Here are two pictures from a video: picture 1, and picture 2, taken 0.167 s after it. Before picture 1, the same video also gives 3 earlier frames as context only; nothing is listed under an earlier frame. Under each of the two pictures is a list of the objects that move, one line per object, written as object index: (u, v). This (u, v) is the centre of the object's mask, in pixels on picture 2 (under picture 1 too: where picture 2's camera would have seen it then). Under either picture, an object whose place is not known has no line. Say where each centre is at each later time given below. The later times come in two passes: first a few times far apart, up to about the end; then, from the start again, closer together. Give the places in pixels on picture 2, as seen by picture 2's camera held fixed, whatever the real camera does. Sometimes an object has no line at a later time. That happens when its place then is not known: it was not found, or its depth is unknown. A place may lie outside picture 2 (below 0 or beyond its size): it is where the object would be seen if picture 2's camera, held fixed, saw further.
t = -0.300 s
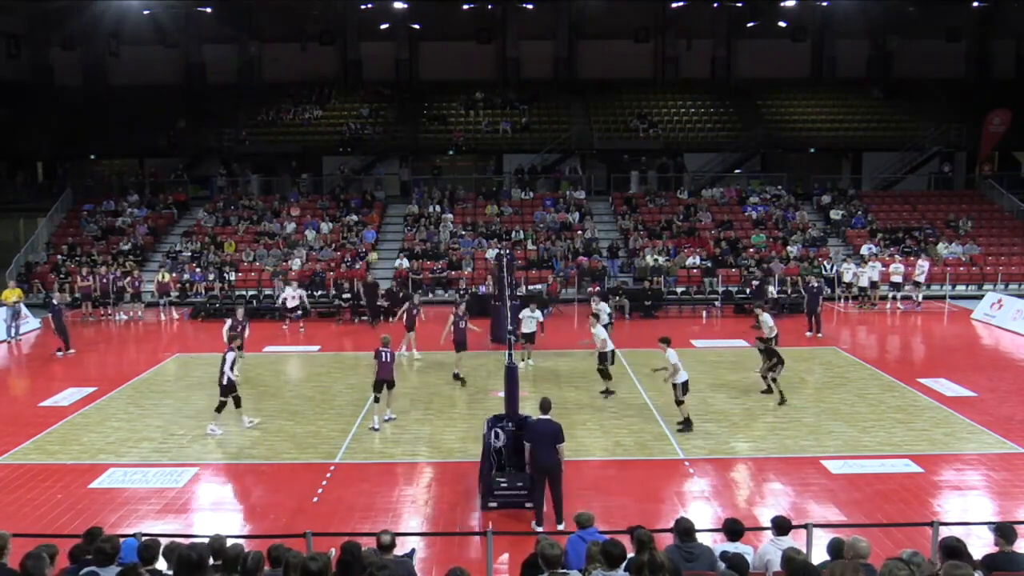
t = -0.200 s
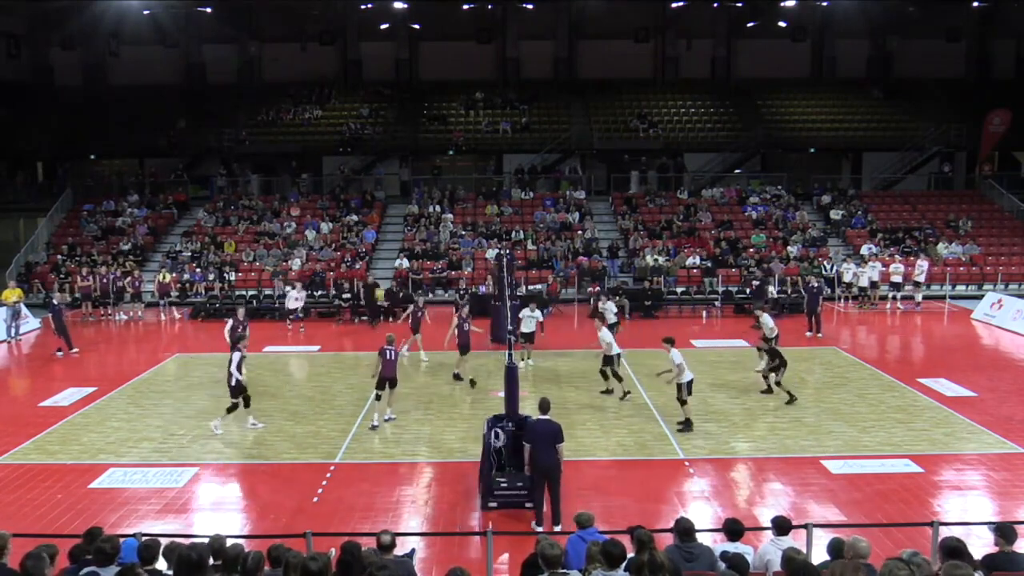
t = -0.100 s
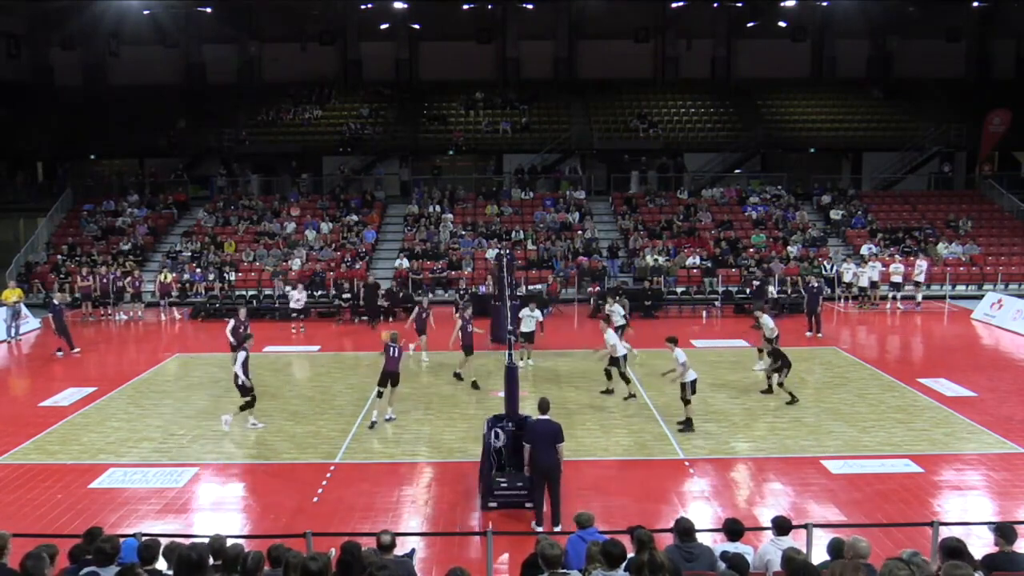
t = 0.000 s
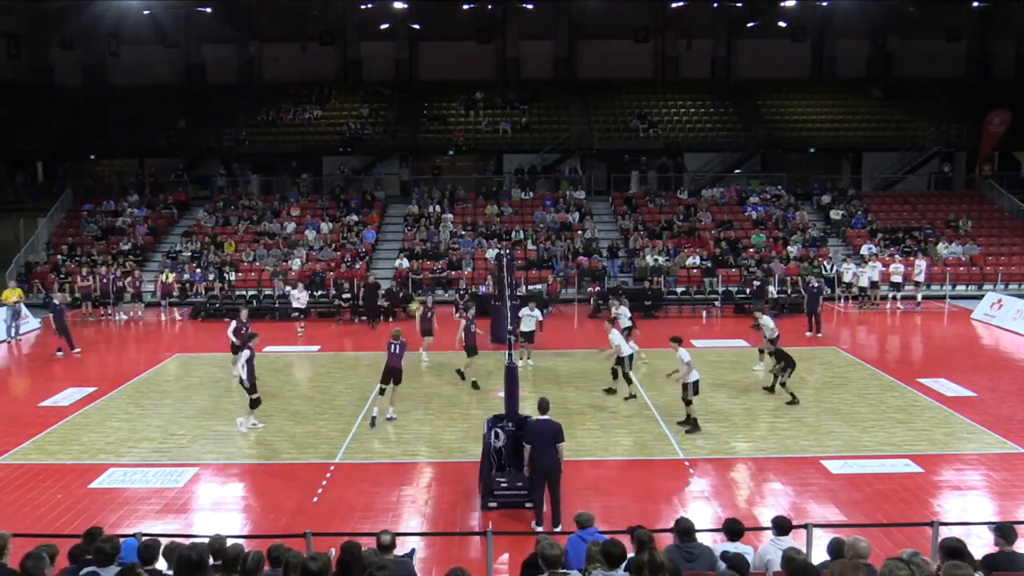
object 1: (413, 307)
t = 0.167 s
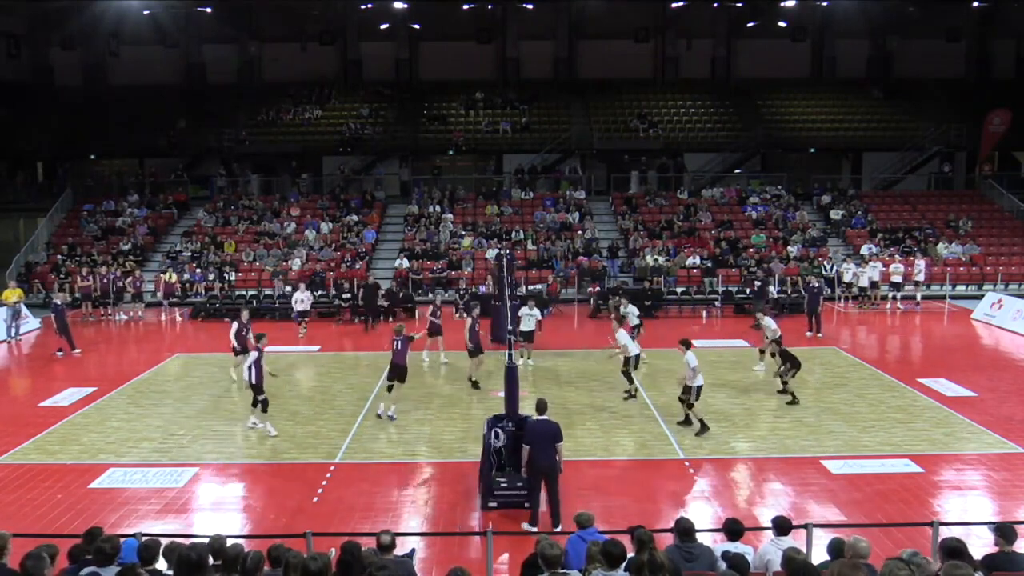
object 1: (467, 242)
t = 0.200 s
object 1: (478, 231)
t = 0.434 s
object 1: (548, 171)
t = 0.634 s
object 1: (605, 143)
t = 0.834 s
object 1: (658, 134)
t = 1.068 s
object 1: (716, 147)
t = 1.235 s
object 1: (752, 170)
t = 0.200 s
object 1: (478, 231)
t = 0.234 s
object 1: (488, 221)
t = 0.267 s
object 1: (498, 211)
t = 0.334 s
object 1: (518, 193)
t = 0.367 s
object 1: (529, 185)
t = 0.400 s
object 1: (538, 178)
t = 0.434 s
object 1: (548, 171)
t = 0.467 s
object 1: (558, 165)
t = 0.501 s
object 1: (568, 160)
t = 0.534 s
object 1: (577, 154)
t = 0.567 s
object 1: (586, 150)
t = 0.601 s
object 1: (595, 146)
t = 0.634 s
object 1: (605, 143)
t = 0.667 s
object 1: (614, 140)
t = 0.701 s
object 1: (623, 137)
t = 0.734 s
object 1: (632, 136)
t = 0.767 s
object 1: (641, 135)
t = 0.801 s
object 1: (649, 134)
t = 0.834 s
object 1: (658, 134)
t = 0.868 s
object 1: (667, 134)
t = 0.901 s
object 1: (675, 135)
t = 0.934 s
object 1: (683, 136)
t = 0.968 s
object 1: (692, 138)
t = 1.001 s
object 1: (700, 141)
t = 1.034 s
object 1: (707, 144)
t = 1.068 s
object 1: (716, 147)
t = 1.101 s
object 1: (723, 151)
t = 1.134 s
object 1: (730, 155)
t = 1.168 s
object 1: (738, 160)
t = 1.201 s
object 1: (745, 165)
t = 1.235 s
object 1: (752, 170)
